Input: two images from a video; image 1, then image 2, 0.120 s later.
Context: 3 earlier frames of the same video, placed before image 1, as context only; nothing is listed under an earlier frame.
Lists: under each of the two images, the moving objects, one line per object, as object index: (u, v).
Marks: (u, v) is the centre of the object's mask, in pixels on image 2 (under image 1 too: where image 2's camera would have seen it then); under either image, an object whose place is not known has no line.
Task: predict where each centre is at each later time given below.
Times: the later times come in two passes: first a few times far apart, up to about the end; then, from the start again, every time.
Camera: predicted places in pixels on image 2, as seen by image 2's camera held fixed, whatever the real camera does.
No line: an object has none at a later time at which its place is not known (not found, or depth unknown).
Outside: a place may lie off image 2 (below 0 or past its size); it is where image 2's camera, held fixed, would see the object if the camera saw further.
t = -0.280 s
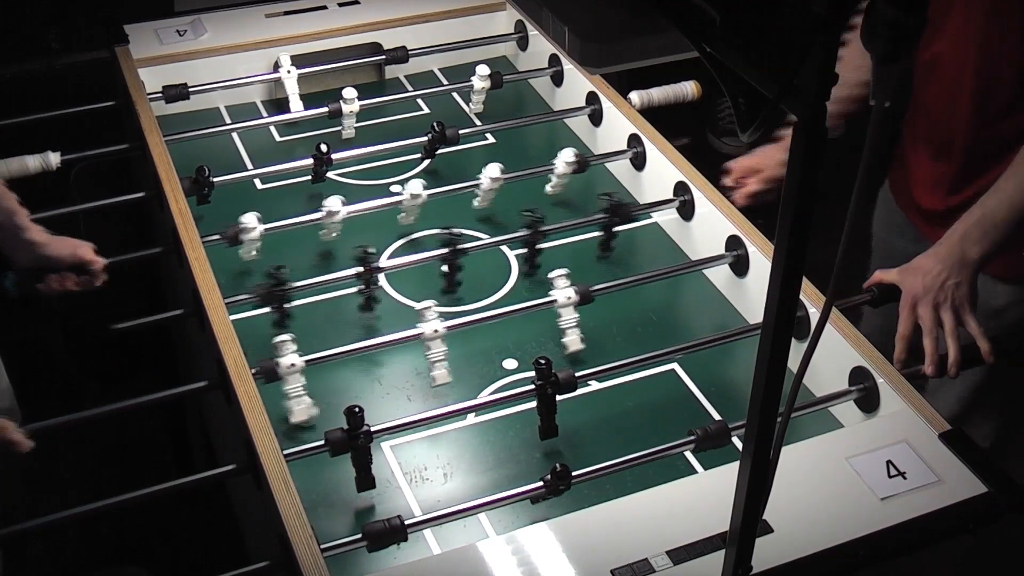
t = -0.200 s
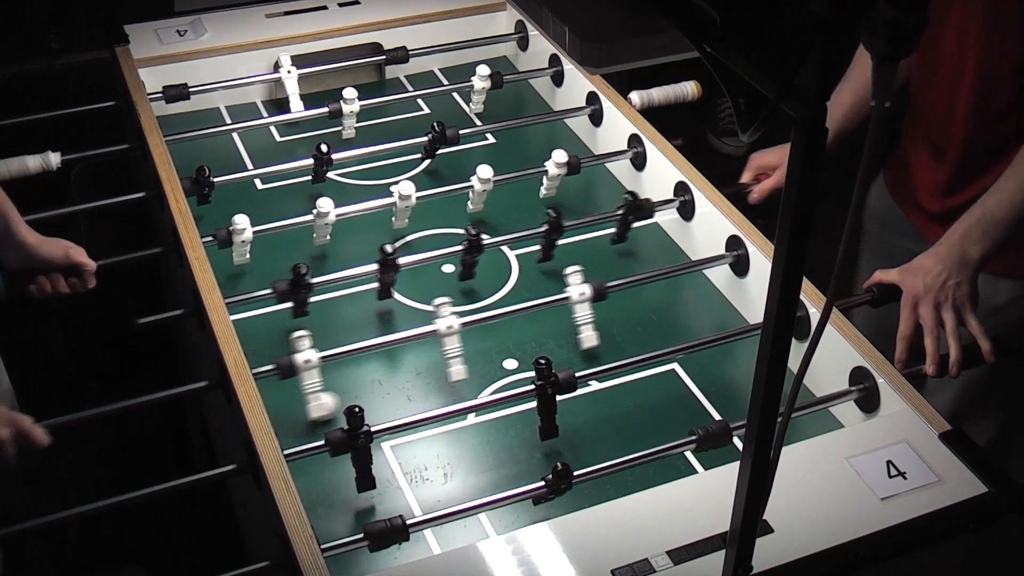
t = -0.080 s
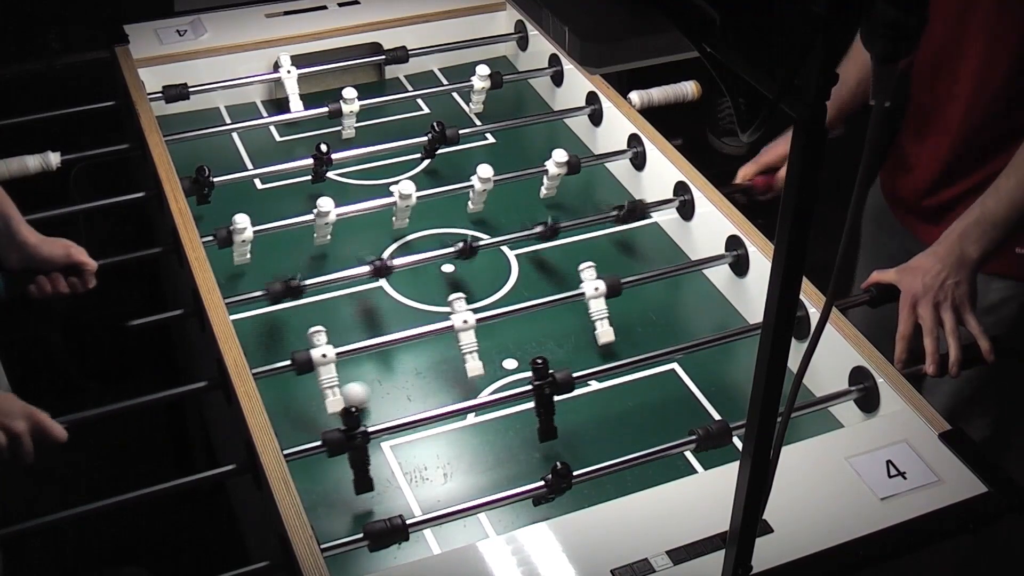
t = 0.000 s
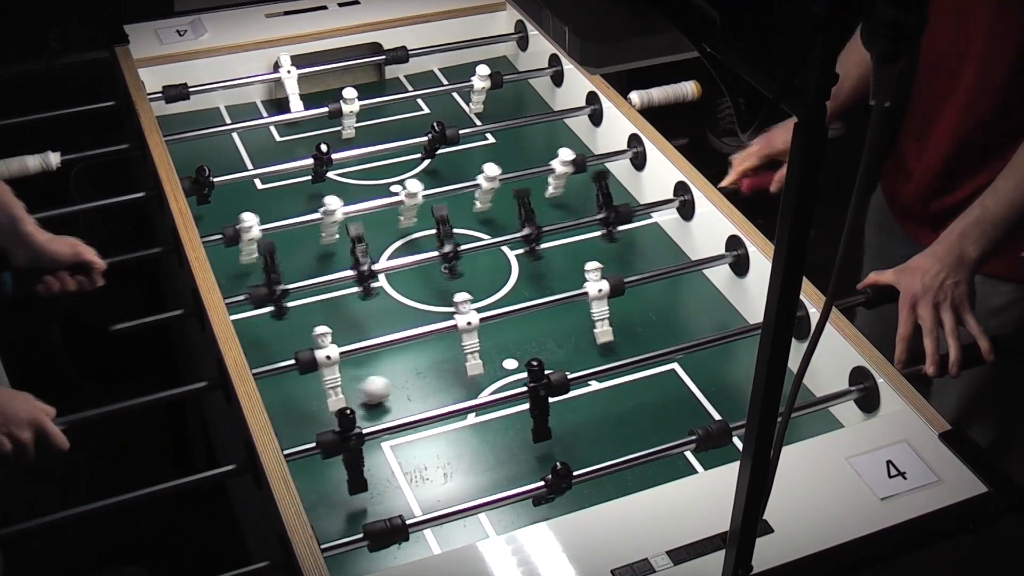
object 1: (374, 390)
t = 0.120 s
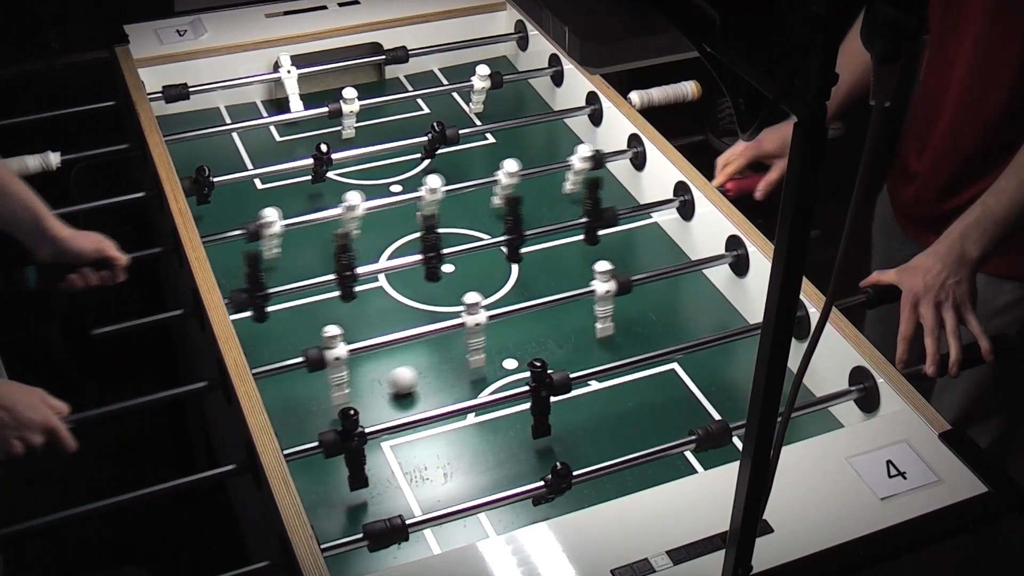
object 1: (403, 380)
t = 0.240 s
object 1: (430, 371)
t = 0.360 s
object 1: (456, 364)
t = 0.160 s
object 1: (412, 378)
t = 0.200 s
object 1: (421, 375)
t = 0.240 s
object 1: (430, 371)
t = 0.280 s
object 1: (439, 369)
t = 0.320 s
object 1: (448, 366)
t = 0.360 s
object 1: (456, 364)
